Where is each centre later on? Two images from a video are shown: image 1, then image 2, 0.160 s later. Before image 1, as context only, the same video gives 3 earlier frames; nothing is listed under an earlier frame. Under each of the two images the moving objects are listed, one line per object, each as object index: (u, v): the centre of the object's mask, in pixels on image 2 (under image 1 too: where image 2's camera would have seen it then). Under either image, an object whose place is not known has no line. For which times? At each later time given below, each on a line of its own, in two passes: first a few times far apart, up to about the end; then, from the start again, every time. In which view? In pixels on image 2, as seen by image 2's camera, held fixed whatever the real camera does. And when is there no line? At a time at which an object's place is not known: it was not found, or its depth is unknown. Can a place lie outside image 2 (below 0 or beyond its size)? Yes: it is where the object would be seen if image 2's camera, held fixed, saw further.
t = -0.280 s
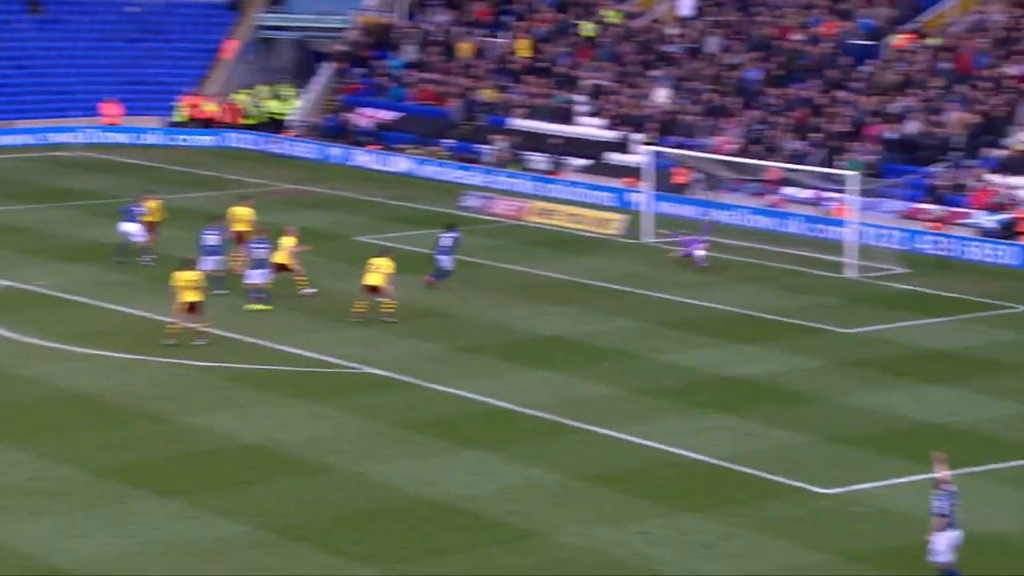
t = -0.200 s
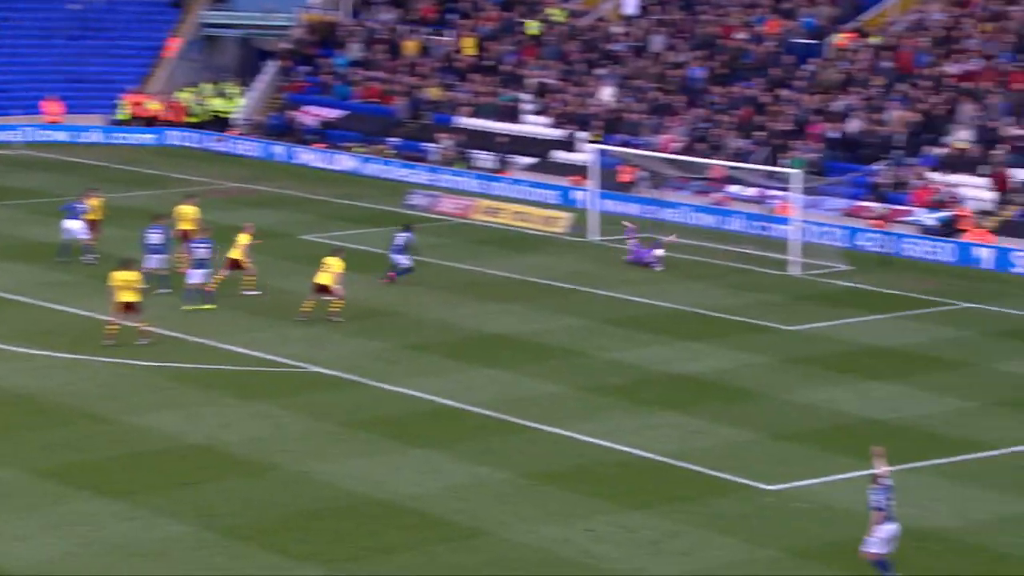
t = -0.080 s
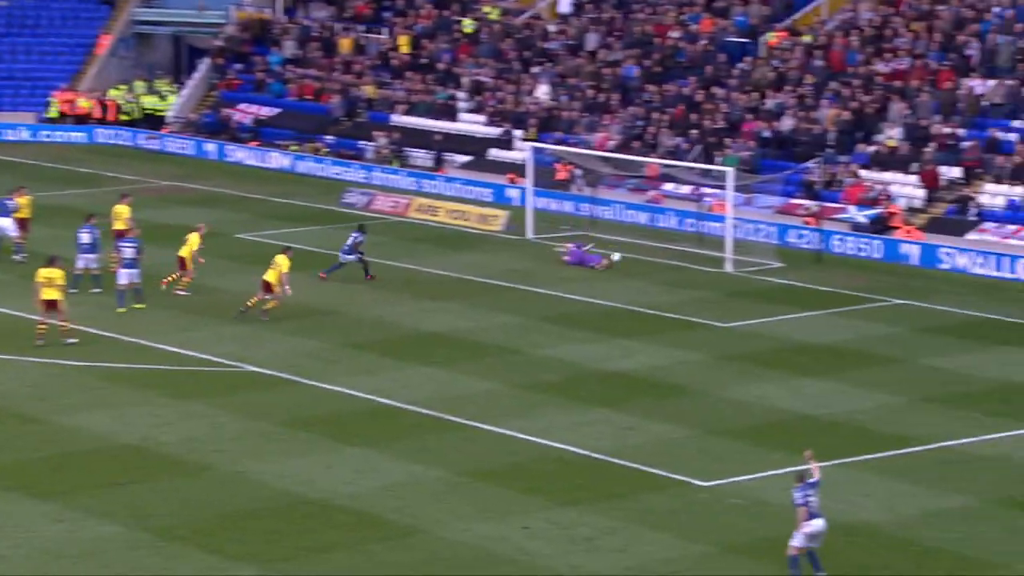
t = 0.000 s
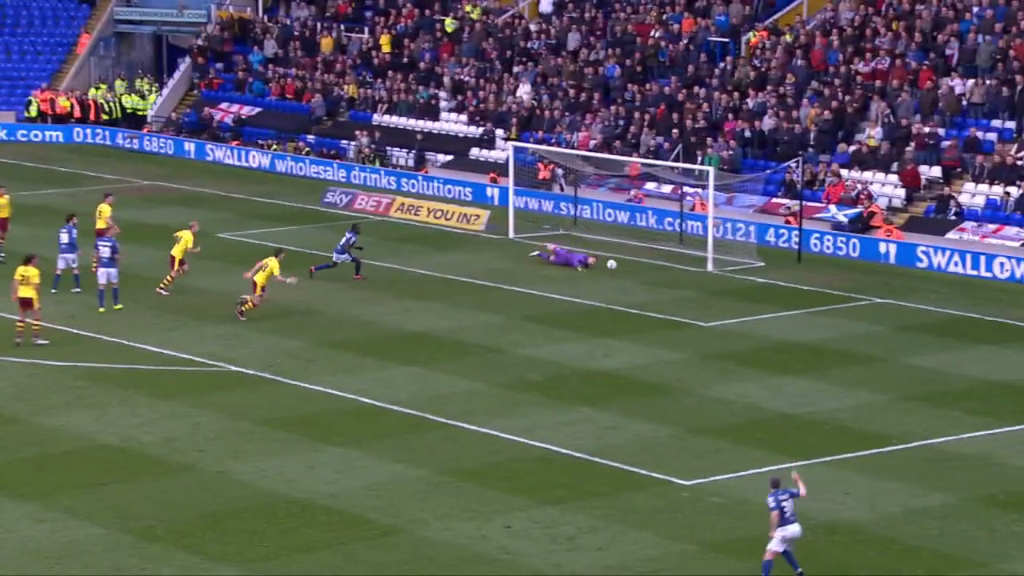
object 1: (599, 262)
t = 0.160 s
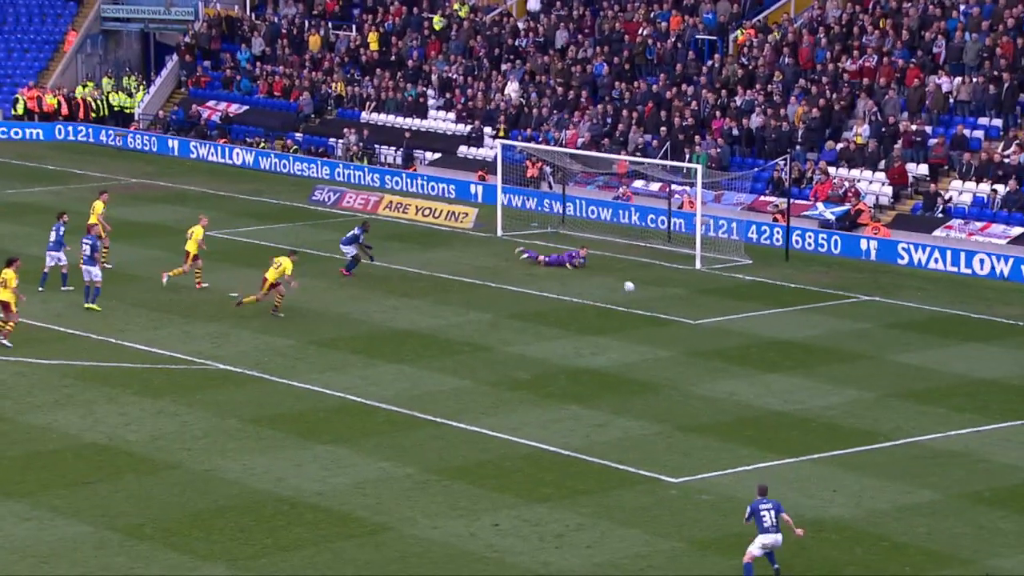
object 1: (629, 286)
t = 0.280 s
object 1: (651, 296)
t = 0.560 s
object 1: (700, 302)
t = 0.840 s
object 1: (750, 319)
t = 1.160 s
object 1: (809, 336)
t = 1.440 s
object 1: (859, 348)
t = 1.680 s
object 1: (902, 359)
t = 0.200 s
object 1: (636, 294)
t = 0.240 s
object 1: (644, 299)
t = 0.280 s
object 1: (651, 296)
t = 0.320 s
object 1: (658, 295)
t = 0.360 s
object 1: (665, 294)
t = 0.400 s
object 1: (672, 294)
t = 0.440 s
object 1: (679, 295)
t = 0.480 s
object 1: (686, 295)
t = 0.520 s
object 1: (693, 298)
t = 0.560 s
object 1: (700, 302)
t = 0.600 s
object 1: (707, 305)
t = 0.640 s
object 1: (714, 310)
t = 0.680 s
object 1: (722, 315)
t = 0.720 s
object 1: (729, 321)
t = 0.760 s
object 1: (736, 320)
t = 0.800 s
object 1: (743, 319)
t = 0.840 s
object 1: (750, 319)
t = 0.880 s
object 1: (758, 321)
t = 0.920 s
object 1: (765, 322)
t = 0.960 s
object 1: (772, 325)
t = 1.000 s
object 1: (780, 328)
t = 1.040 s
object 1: (787, 333)
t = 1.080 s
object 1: (794, 335)
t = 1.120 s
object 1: (802, 335)
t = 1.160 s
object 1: (809, 336)
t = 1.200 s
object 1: (816, 337)
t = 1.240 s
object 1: (823, 339)
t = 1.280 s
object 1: (831, 342)
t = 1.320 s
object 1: (838, 345)
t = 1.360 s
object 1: (845, 346)
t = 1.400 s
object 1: (852, 347)
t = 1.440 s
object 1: (859, 348)
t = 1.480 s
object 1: (866, 350)
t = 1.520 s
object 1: (873, 353)
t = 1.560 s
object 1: (881, 355)
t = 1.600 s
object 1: (888, 356)
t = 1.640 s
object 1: (895, 358)
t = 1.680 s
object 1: (902, 359)
